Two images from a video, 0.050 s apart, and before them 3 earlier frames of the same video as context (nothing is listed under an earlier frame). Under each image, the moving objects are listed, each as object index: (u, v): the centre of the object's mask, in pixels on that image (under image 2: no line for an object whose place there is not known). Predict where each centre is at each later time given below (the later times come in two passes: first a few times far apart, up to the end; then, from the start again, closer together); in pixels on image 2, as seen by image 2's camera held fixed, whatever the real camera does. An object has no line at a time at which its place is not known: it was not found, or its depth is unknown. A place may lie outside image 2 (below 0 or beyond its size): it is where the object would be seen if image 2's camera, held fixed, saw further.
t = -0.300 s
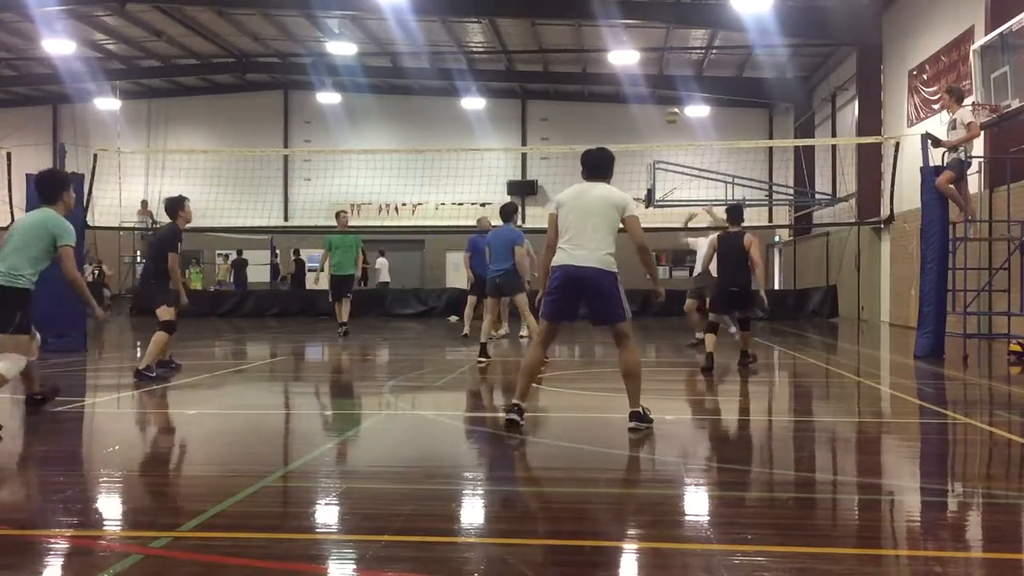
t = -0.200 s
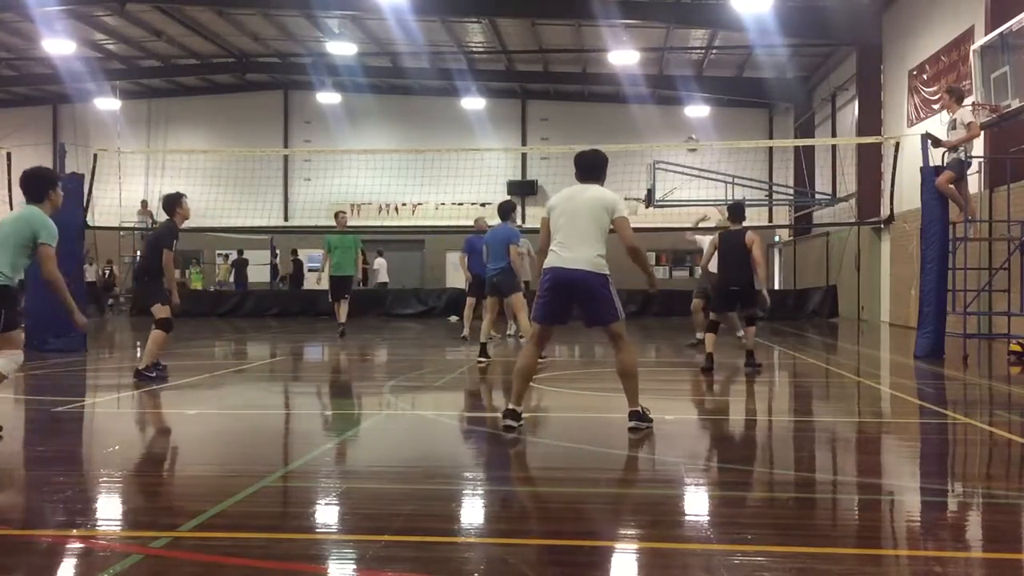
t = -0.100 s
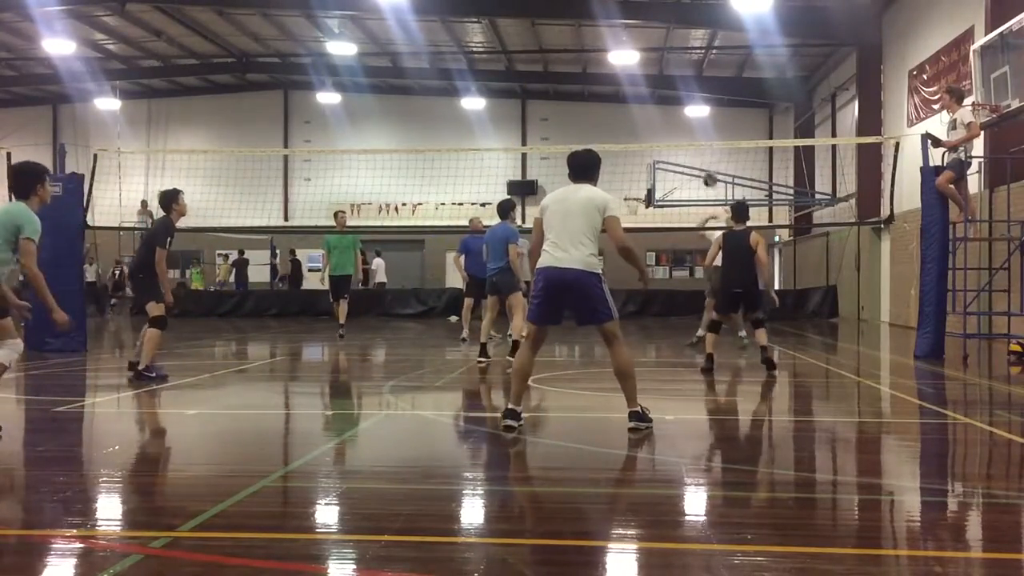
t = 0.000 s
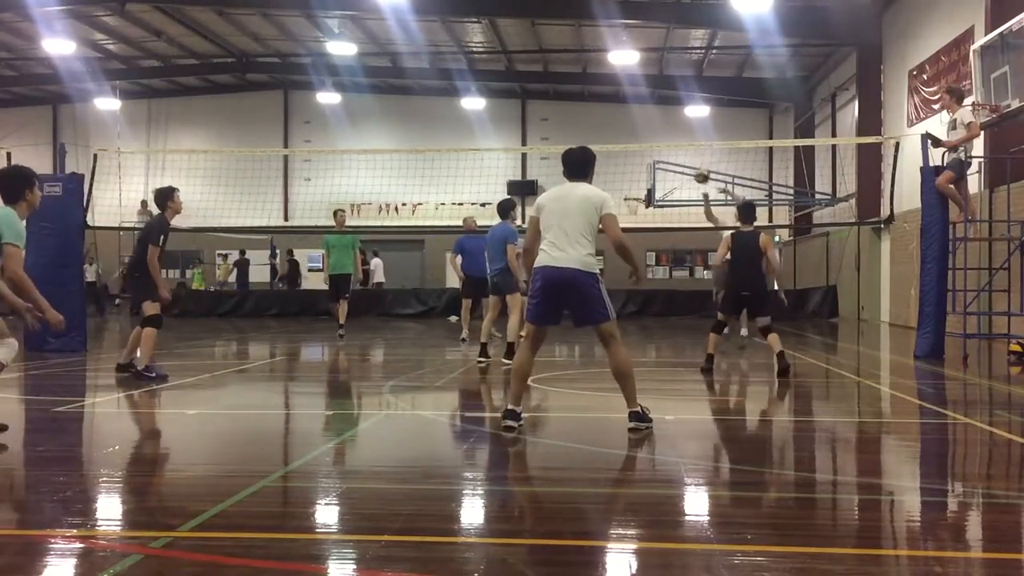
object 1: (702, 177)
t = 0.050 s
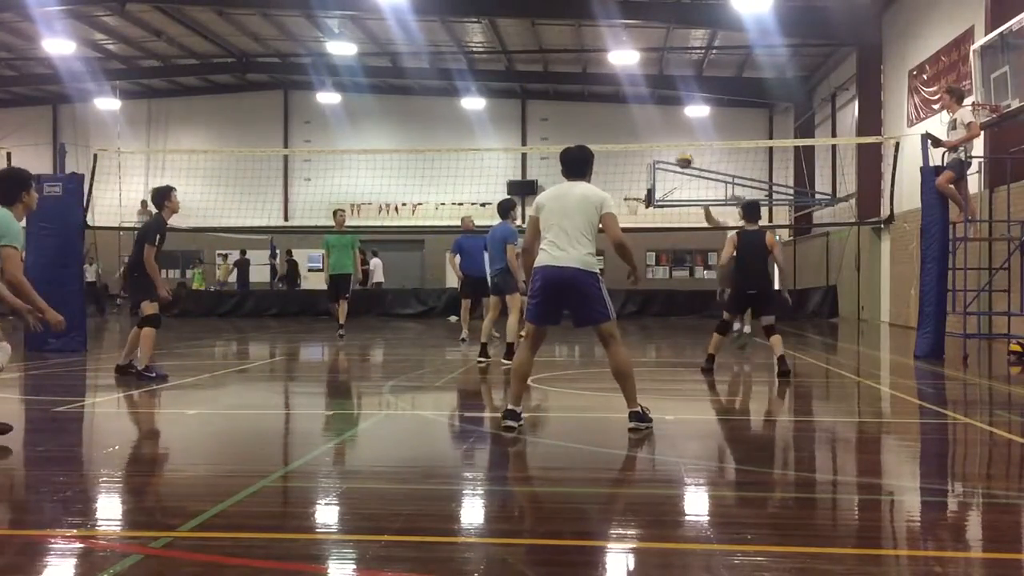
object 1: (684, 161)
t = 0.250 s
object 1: (609, 110)
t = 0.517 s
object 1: (490, 79)
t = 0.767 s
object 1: (348, 129)
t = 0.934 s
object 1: (227, 225)
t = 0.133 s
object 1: (654, 136)
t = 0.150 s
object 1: (648, 133)
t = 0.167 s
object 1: (641, 128)
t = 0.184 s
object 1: (636, 124)
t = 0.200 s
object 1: (630, 120)
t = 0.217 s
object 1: (623, 117)
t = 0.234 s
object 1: (616, 113)
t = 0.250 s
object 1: (609, 110)
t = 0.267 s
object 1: (603, 107)
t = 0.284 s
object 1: (596, 103)
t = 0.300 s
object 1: (589, 100)
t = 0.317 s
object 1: (582, 97)
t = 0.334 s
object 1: (575, 94)
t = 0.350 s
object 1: (568, 92)
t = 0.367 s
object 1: (561, 90)
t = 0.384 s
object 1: (553, 87)
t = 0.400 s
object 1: (547, 86)
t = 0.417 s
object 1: (539, 85)
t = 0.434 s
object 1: (530, 83)
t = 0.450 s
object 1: (524, 80)
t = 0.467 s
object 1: (515, 81)
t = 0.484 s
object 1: (506, 80)
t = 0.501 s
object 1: (498, 79)
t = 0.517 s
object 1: (490, 79)
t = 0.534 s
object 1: (483, 79)
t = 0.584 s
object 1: (455, 83)
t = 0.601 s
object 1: (447, 86)
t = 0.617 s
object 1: (439, 88)
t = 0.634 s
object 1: (429, 91)
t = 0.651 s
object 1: (421, 94)
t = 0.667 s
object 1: (410, 98)
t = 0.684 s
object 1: (399, 102)
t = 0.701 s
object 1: (390, 106)
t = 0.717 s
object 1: (380, 111)
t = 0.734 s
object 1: (370, 115)
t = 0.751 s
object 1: (359, 123)
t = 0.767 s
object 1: (348, 129)
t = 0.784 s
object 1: (337, 137)
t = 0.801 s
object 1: (324, 144)
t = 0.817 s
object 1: (314, 152)
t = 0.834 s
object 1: (303, 160)
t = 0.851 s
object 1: (291, 169)
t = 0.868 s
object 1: (278, 179)
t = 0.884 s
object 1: (265, 191)
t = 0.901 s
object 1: (253, 202)
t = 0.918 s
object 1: (239, 214)
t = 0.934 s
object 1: (227, 225)
